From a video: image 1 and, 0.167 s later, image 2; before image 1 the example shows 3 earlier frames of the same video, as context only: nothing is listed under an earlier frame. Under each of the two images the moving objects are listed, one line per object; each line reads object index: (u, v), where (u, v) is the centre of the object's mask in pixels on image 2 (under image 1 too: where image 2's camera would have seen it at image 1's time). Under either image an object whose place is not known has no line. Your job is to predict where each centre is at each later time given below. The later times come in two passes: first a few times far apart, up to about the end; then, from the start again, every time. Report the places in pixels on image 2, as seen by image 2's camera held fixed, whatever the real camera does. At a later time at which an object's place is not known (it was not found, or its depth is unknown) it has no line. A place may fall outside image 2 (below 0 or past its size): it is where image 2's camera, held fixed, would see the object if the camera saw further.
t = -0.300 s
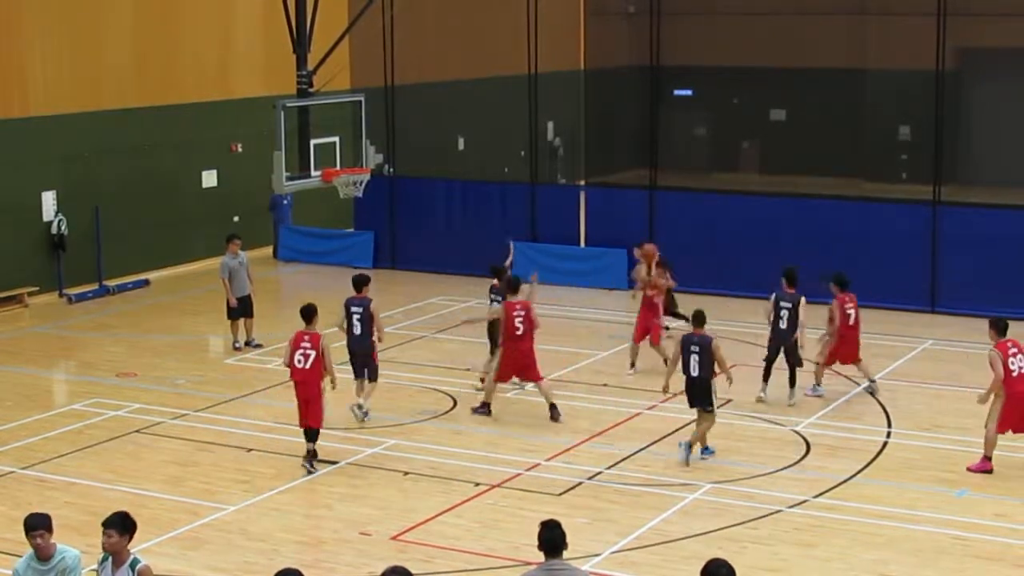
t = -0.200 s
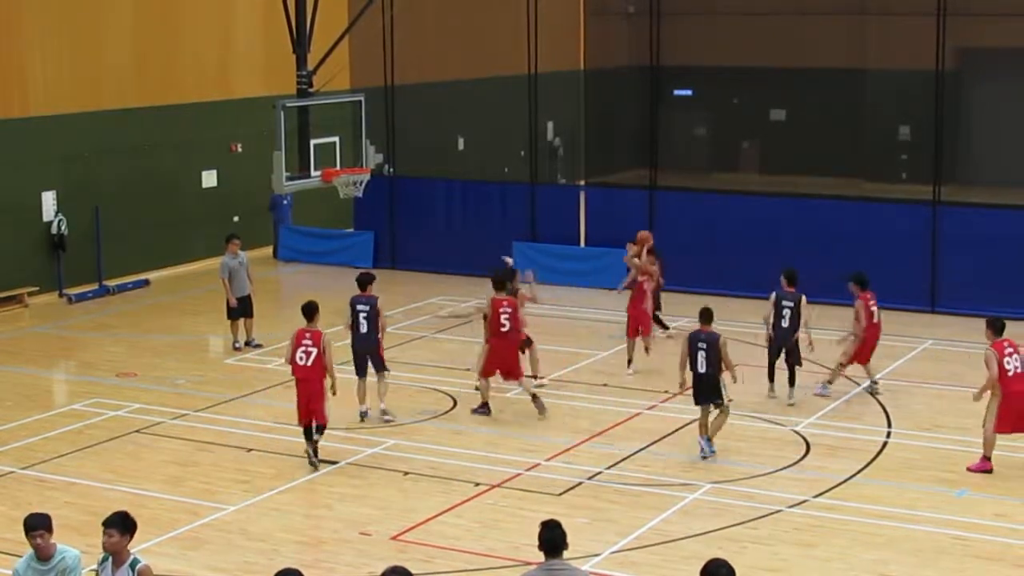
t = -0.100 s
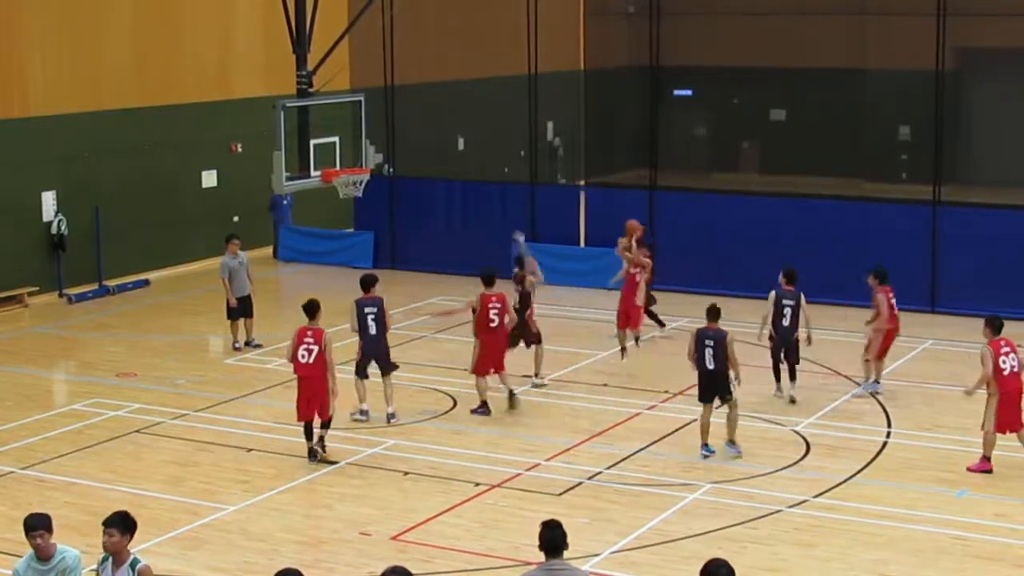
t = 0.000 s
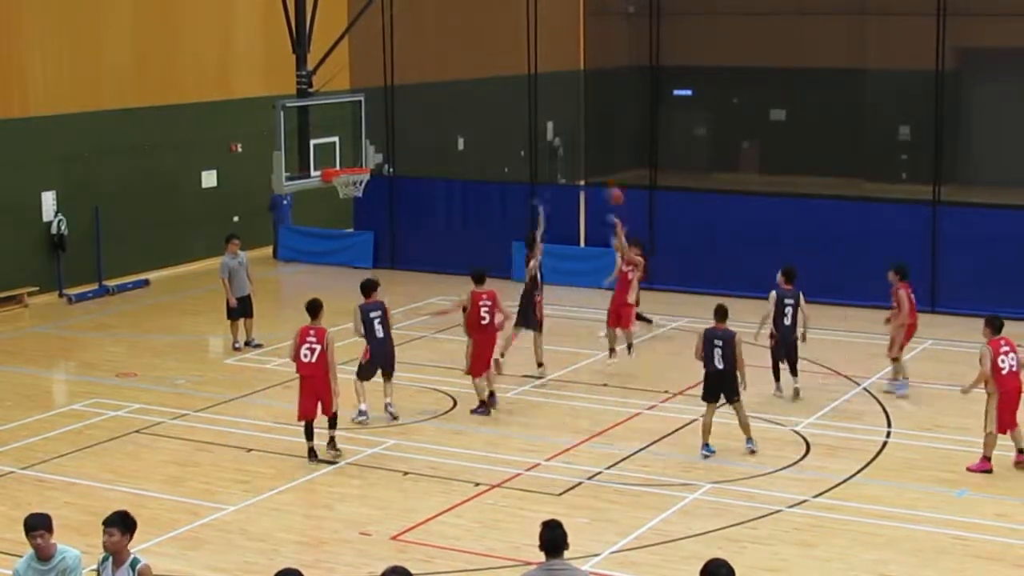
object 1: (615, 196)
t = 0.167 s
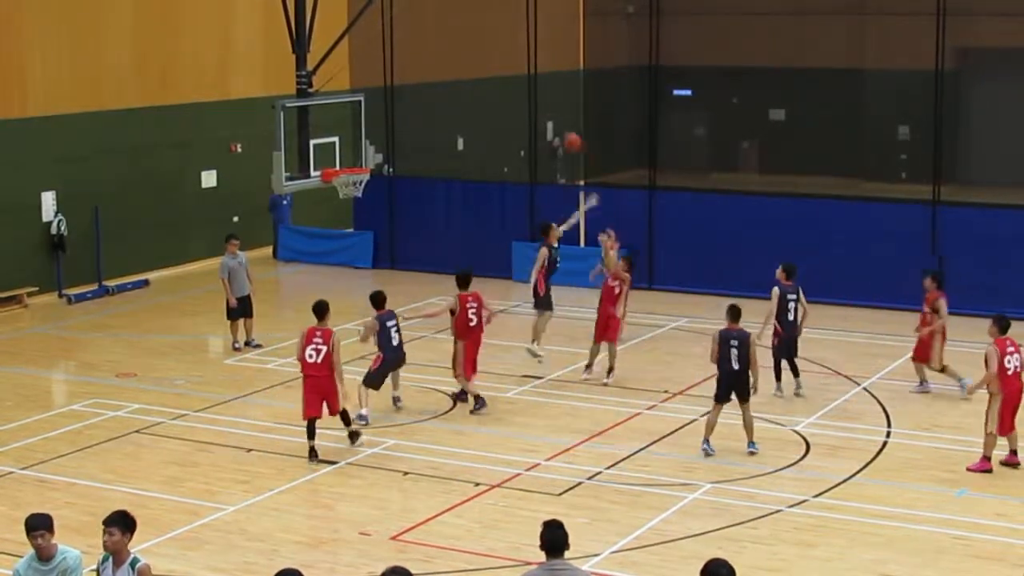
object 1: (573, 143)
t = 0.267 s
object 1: (545, 118)
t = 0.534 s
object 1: (477, 90)
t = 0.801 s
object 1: (407, 115)
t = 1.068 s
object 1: (341, 188)
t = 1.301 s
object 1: (327, 205)
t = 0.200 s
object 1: (565, 134)
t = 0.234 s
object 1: (555, 125)
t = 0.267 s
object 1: (545, 118)
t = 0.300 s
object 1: (537, 112)
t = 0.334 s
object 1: (529, 106)
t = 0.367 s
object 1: (520, 102)
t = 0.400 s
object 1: (512, 96)
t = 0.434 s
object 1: (503, 93)
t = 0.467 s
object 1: (495, 91)
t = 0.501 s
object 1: (486, 90)
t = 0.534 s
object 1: (477, 90)
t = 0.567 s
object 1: (470, 90)
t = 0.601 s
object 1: (461, 91)
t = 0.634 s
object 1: (451, 92)
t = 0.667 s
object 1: (442, 95)
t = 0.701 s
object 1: (434, 97)
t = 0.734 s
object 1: (425, 103)
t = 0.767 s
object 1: (417, 108)
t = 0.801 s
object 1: (407, 115)
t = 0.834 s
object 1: (399, 120)
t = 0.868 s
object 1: (391, 129)
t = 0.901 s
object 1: (382, 137)
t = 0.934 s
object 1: (374, 146)
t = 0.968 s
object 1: (365, 159)
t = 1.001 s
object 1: (353, 162)
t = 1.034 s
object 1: (346, 182)
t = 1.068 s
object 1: (341, 188)
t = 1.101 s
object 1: (337, 188)
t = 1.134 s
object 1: (335, 190)
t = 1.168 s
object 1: (334, 192)
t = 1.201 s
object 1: (331, 194)
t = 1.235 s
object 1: (330, 196)
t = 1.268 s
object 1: (328, 202)
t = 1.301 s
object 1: (327, 205)
